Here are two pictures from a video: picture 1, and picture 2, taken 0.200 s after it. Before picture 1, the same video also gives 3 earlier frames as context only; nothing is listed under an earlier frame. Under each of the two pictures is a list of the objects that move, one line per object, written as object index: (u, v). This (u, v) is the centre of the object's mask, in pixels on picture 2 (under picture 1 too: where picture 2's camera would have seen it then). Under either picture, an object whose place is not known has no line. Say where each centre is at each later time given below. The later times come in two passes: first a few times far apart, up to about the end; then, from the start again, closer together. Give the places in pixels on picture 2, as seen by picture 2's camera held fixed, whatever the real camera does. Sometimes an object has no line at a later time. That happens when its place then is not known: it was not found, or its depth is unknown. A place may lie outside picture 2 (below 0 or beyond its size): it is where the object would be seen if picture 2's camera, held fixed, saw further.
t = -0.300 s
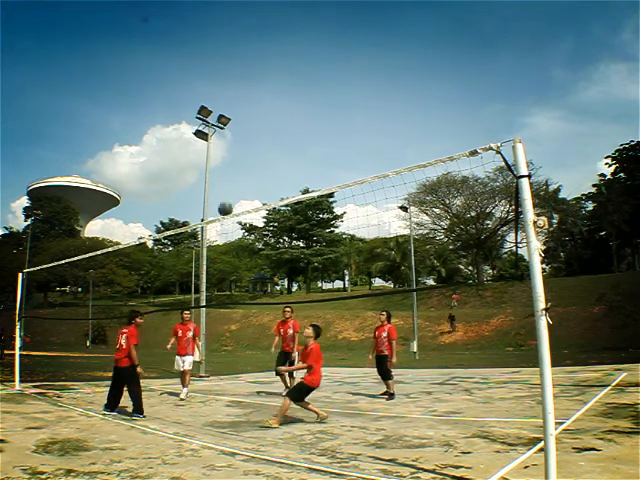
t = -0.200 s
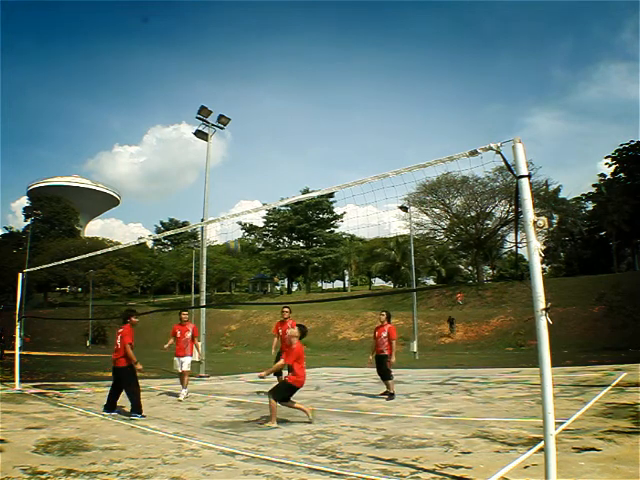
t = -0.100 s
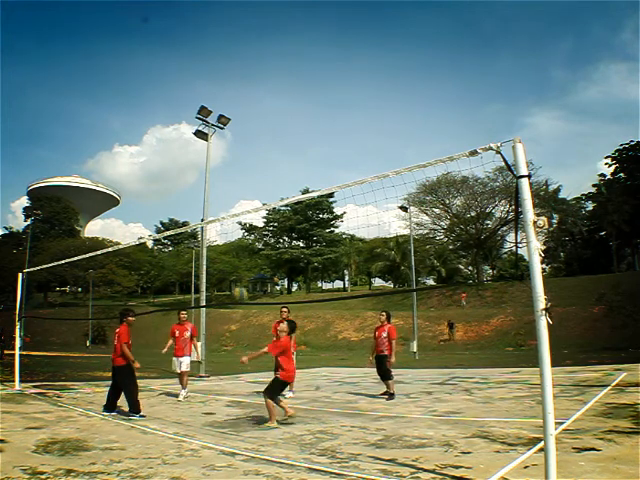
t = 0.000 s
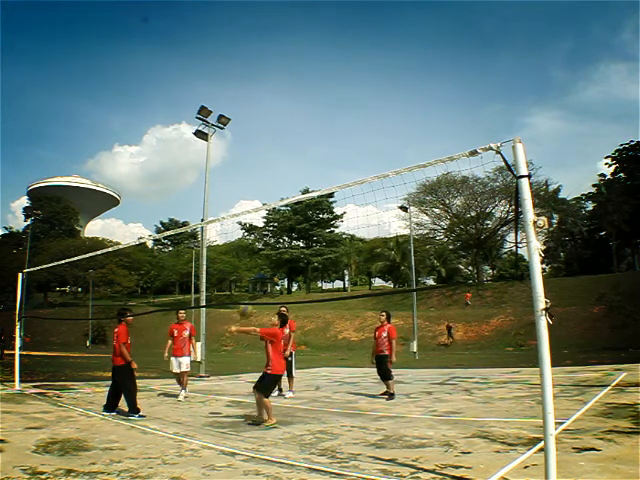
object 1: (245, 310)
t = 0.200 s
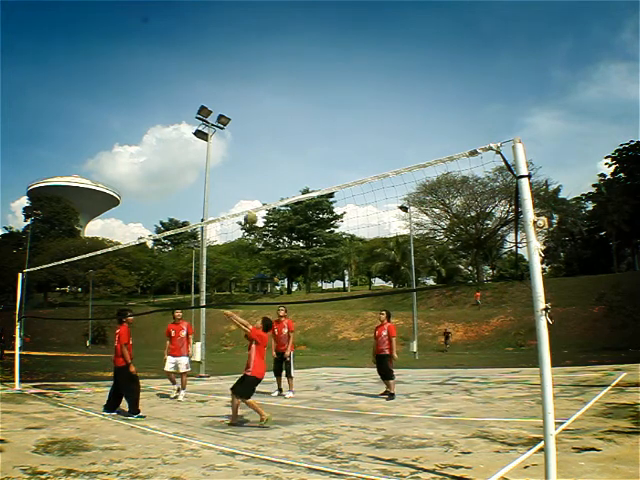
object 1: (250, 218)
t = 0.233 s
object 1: (250, 205)
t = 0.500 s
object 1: (258, 157)
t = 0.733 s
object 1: (262, 149)
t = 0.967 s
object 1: (266, 167)
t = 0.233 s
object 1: (250, 205)
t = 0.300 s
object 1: (253, 190)
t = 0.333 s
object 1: (254, 182)
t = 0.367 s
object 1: (254, 175)
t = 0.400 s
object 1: (255, 170)
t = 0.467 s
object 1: (257, 160)
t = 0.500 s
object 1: (258, 157)
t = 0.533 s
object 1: (258, 154)
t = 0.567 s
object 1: (259, 151)
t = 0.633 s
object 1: (260, 149)
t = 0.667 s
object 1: (261, 148)
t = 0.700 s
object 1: (262, 149)
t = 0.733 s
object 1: (262, 149)
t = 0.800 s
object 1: (264, 152)
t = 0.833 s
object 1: (264, 154)
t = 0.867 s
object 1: (265, 157)
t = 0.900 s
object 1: (265, 160)
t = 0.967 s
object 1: (266, 167)
